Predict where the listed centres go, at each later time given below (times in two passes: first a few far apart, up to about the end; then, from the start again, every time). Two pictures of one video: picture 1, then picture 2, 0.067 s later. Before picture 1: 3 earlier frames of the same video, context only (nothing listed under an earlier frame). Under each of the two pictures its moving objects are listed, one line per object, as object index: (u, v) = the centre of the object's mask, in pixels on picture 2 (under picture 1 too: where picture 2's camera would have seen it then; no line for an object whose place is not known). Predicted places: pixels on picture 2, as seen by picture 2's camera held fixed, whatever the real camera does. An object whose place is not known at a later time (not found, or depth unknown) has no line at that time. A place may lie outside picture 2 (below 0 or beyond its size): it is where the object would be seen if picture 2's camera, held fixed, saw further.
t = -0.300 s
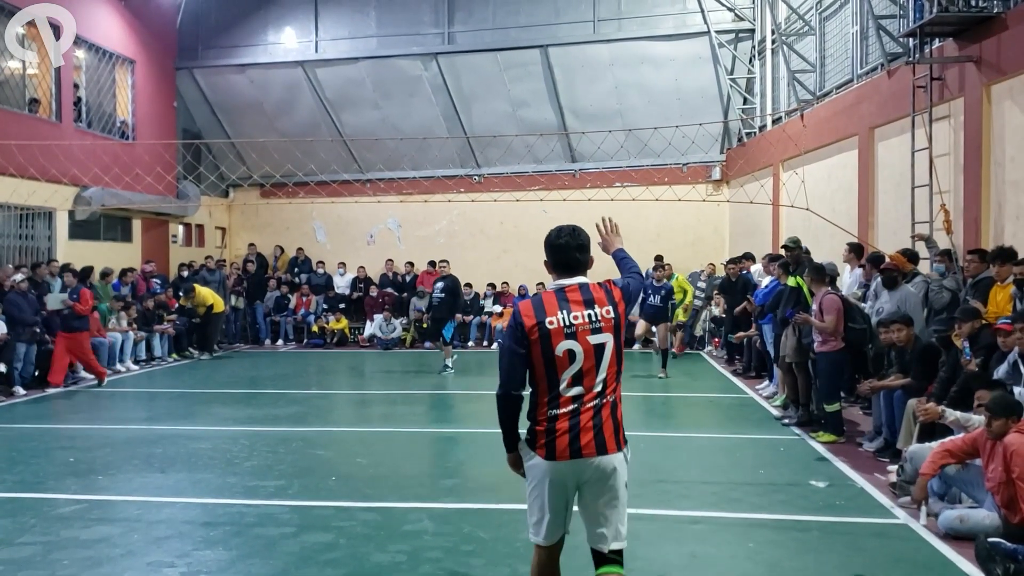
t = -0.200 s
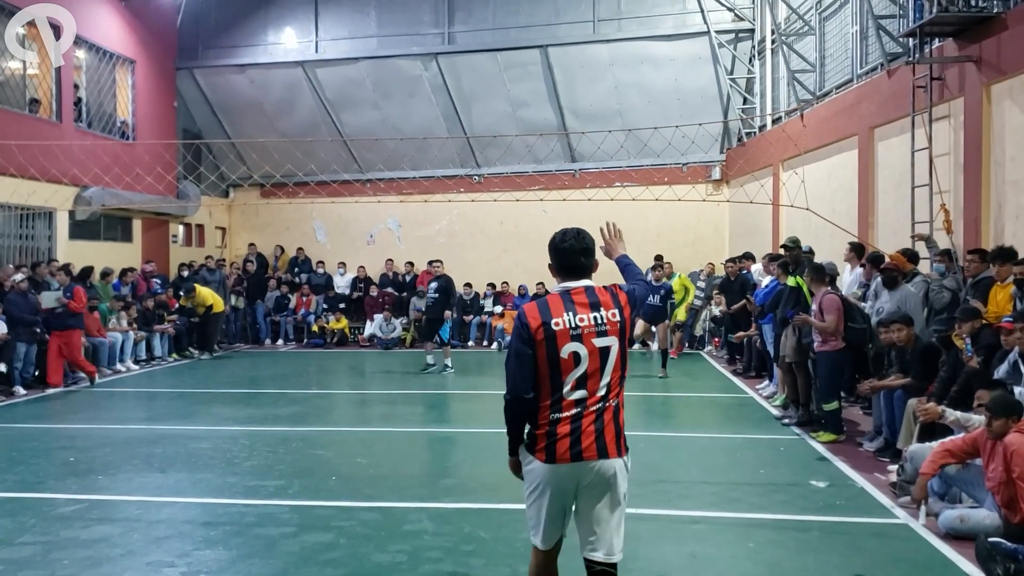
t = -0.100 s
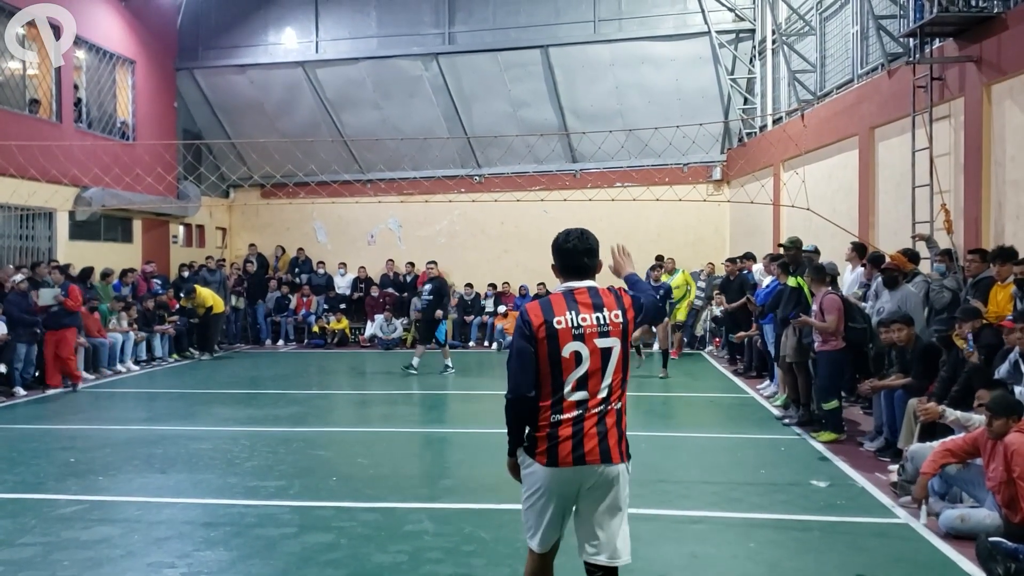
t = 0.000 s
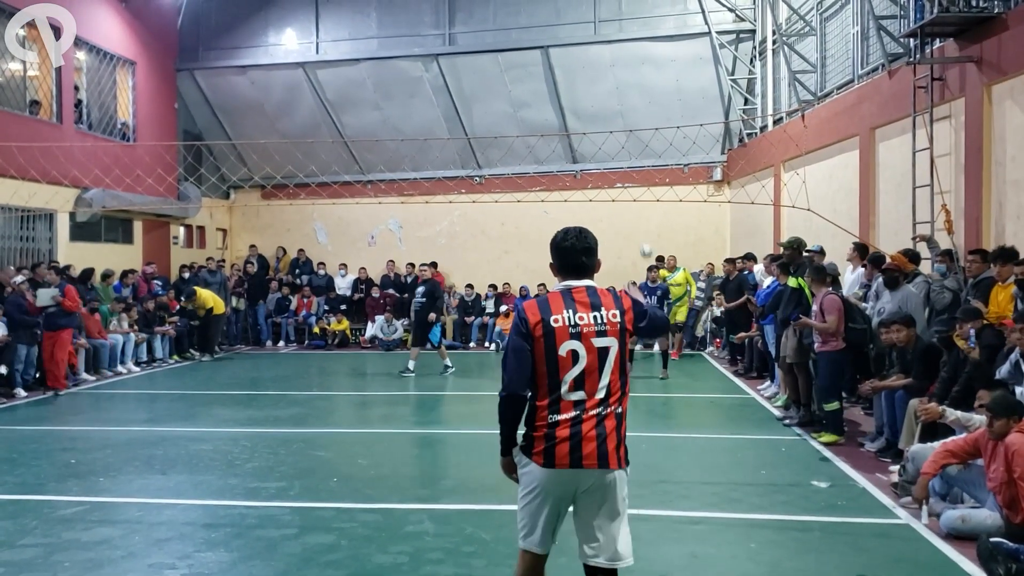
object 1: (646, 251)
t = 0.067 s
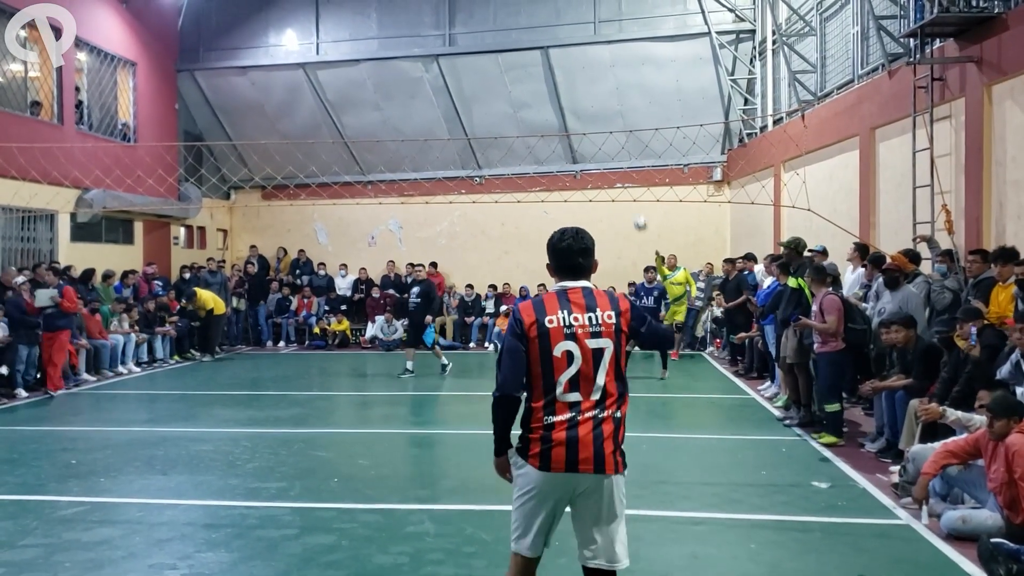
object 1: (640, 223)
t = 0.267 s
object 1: (621, 147)
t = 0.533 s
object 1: (587, 74)
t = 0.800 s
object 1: (546, 44)
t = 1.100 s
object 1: (484, 92)
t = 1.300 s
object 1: (431, 197)
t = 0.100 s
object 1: (637, 211)
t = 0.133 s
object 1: (634, 196)
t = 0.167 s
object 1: (631, 182)
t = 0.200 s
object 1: (627, 170)
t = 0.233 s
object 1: (625, 159)
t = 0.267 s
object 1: (621, 147)
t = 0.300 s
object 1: (617, 137)
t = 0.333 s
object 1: (613, 125)
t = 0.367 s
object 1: (609, 116)
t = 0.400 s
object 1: (605, 107)
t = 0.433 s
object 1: (600, 97)
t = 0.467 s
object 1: (596, 89)
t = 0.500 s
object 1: (592, 81)
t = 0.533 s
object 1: (587, 74)
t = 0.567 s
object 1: (583, 68)
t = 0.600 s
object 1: (578, 62)
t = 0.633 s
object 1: (574, 57)
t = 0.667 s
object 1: (568, 52)
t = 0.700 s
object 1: (563, 49)
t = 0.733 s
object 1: (557, 46)
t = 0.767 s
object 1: (552, 45)
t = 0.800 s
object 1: (546, 44)
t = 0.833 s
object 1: (540, 44)
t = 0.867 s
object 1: (534, 46)
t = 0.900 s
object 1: (527, 49)
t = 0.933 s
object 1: (521, 52)
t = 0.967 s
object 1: (514, 57)
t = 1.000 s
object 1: (507, 63)
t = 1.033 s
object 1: (499, 72)
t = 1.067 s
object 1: (491, 81)
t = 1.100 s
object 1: (484, 92)
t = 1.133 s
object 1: (475, 105)
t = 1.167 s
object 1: (467, 120)
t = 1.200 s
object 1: (459, 135)
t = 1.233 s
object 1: (449, 155)
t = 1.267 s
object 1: (441, 174)
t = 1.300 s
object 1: (431, 197)
